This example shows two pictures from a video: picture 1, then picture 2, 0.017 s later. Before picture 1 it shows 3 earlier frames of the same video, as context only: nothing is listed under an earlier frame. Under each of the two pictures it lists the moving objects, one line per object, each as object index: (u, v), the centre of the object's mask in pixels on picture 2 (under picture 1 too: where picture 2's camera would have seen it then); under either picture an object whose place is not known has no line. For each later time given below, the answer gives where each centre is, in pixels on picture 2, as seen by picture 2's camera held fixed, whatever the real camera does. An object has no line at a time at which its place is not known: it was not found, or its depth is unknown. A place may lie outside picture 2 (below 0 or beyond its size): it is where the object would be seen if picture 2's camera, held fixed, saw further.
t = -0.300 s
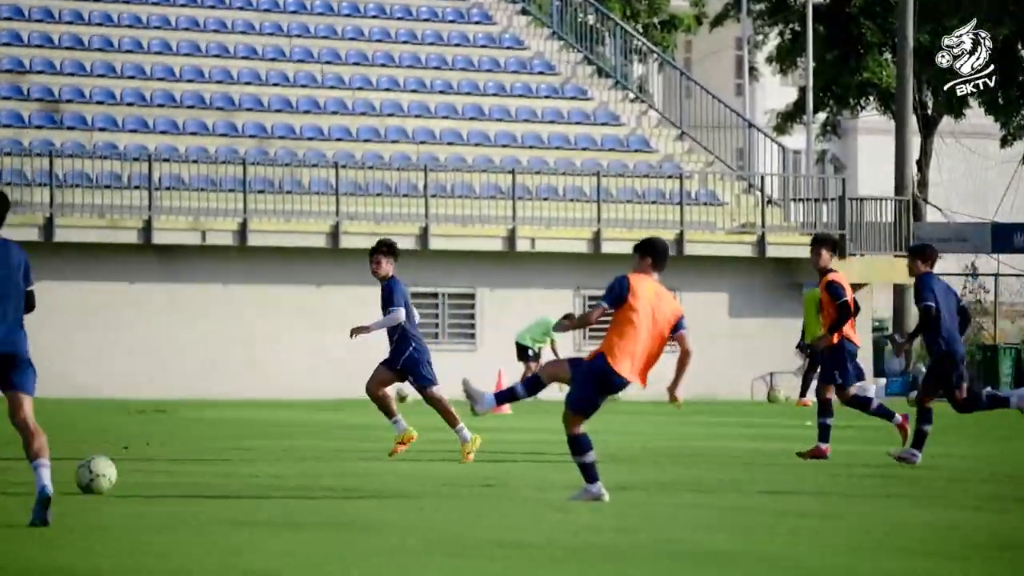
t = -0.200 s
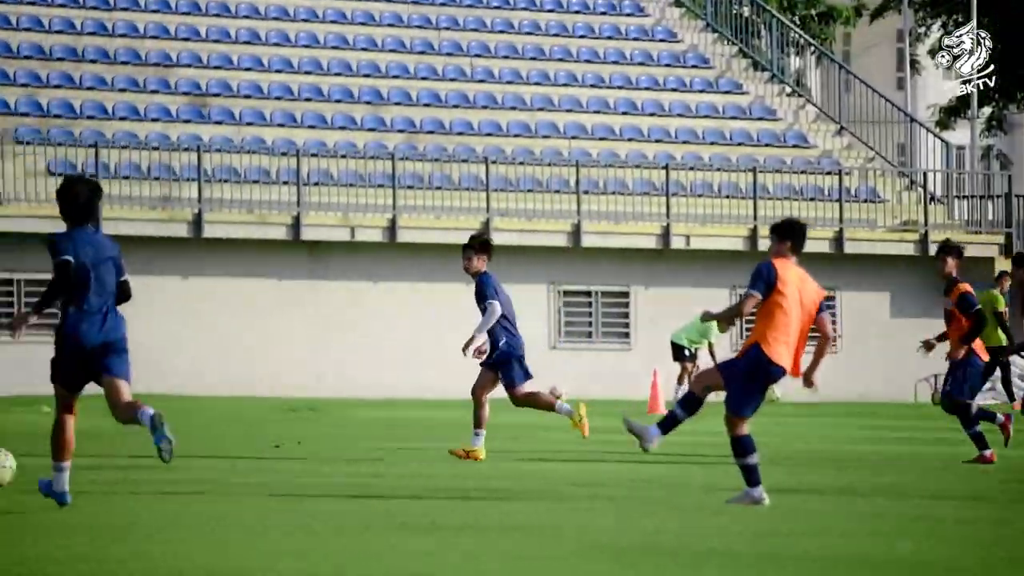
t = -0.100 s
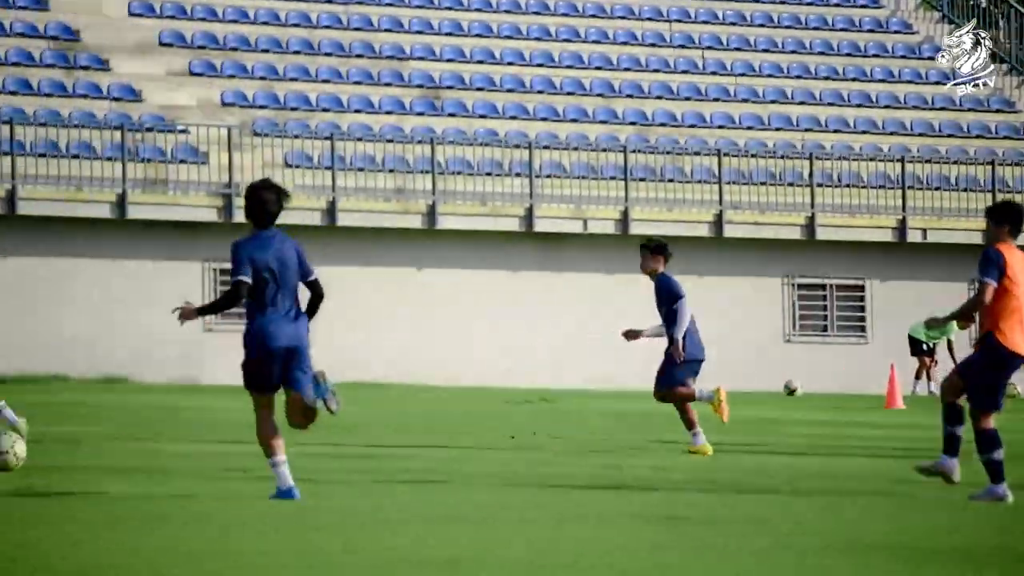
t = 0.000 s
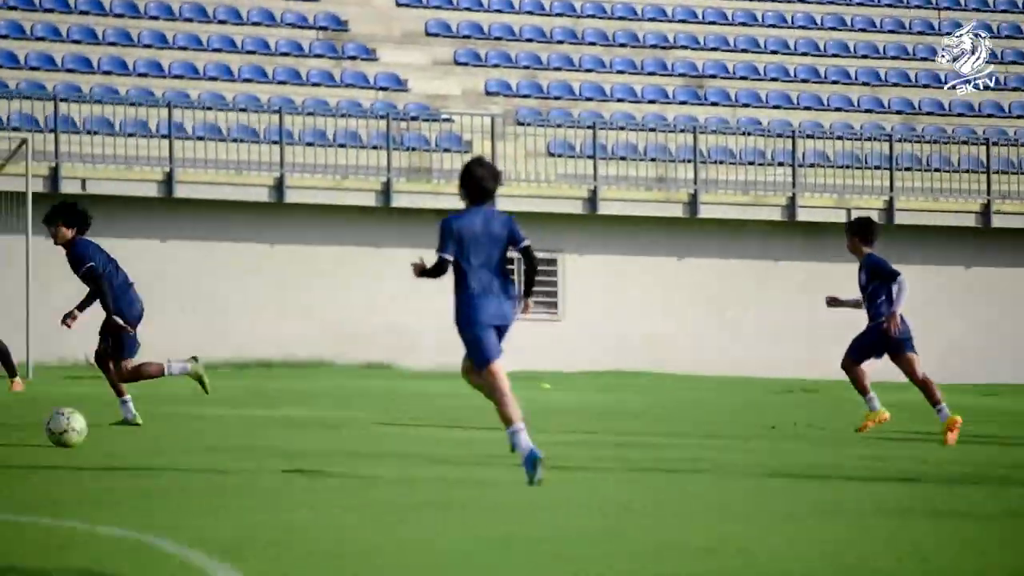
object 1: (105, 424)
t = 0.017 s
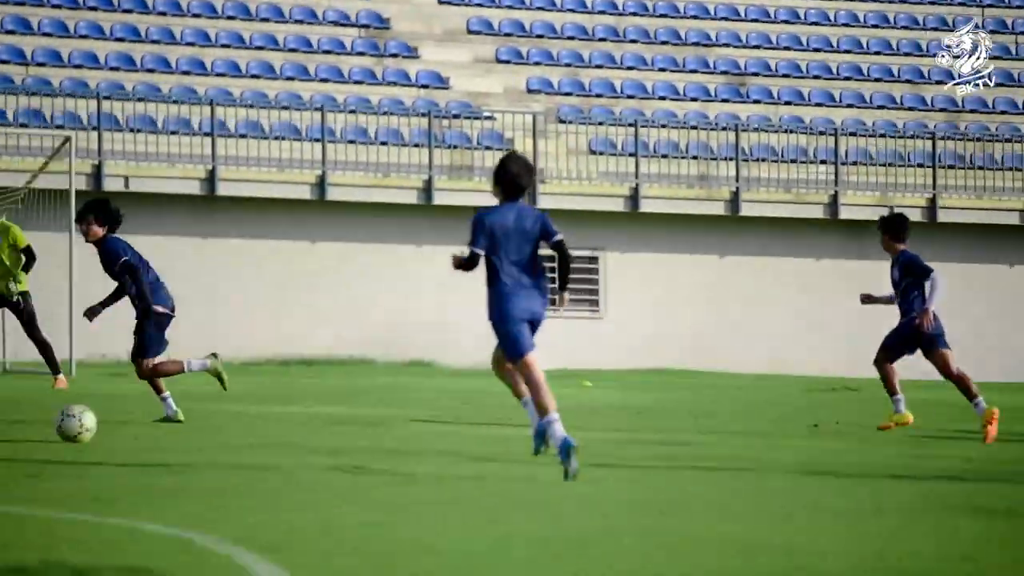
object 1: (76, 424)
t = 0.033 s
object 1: (49, 423)
